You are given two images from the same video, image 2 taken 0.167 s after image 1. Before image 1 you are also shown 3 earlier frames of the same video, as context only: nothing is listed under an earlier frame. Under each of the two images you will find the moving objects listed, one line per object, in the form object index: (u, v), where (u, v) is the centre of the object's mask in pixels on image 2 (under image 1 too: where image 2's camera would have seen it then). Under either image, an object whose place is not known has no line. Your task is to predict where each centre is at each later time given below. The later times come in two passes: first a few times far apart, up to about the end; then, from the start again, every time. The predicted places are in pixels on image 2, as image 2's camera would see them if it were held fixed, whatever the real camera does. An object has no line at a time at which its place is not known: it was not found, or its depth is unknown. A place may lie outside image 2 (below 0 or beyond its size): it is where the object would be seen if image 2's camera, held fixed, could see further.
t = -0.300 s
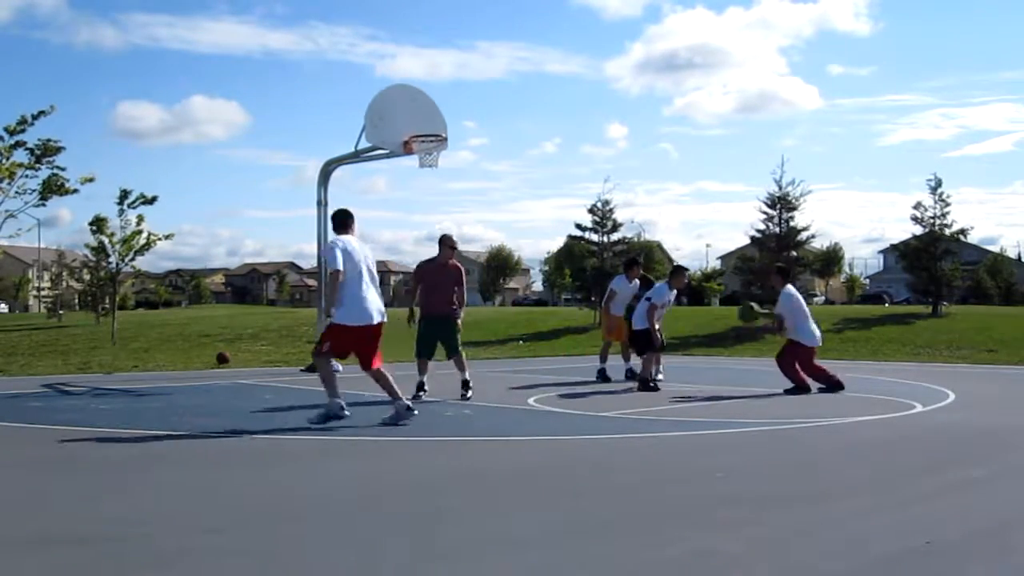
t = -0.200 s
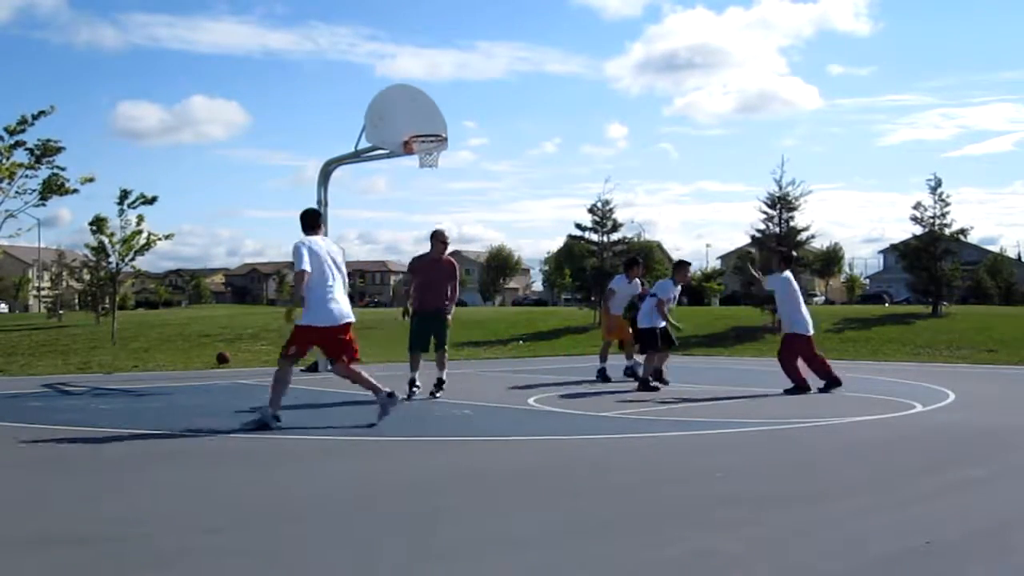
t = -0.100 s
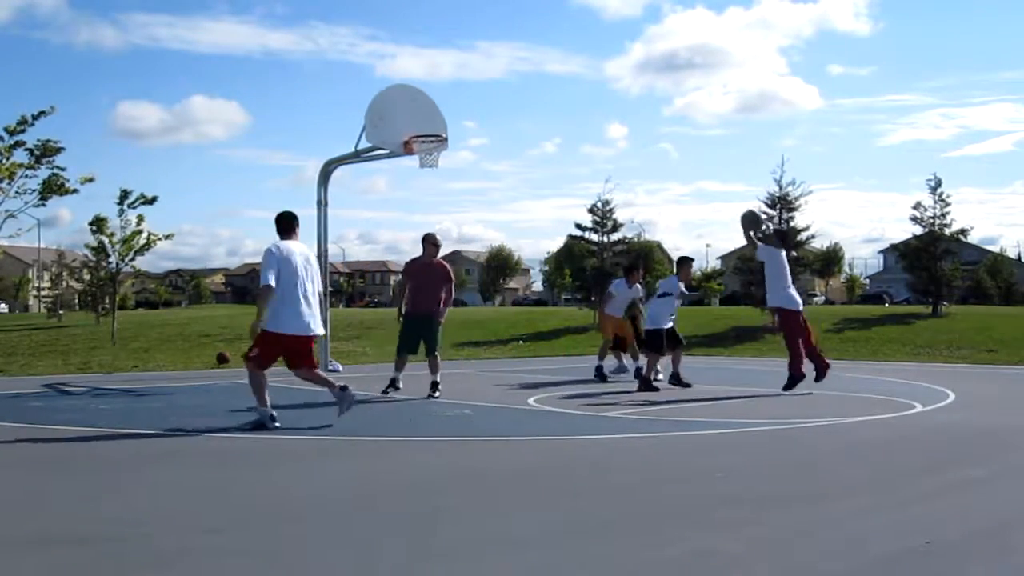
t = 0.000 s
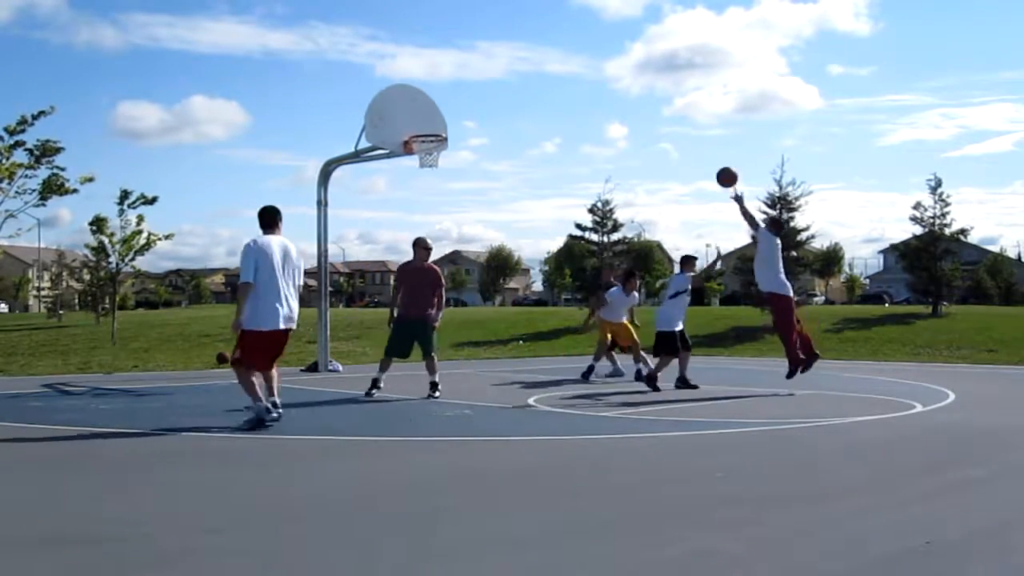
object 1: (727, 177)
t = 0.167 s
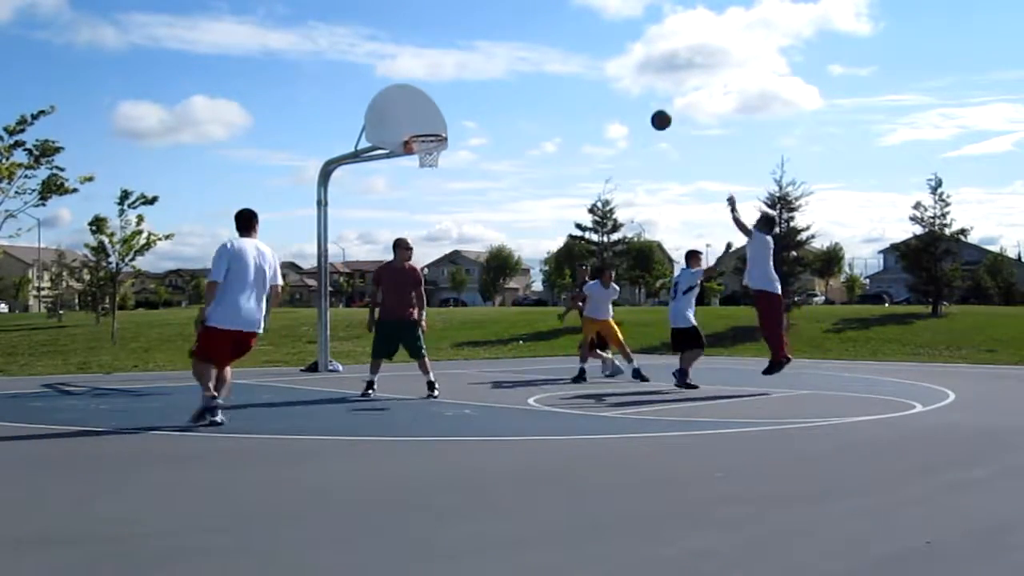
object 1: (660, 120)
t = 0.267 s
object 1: (623, 99)
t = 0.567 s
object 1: (522, 87)
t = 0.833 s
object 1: (444, 129)
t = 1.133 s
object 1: (461, 113)
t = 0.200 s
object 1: (648, 112)
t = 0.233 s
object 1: (636, 105)
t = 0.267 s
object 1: (623, 99)
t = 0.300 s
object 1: (612, 93)
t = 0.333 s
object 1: (600, 89)
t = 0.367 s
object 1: (588, 86)
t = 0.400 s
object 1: (577, 84)
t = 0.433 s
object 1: (565, 83)
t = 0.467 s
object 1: (554, 82)
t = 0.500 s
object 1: (543, 83)
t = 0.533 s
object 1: (532, 85)
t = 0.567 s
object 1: (522, 87)
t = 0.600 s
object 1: (511, 90)
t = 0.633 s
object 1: (500, 94)
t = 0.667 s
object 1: (490, 99)
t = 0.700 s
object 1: (480, 104)
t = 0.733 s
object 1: (470, 111)
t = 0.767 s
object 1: (460, 118)
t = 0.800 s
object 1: (450, 126)
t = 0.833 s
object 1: (444, 129)
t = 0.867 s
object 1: (443, 127)
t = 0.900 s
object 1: (441, 123)
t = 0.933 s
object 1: (440, 121)
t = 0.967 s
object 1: (438, 120)
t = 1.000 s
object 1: (443, 117)
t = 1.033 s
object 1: (447, 114)
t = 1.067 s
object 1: (452, 113)
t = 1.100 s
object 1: (456, 112)
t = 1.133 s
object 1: (461, 113)
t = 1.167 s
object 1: (466, 113)
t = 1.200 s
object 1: (470, 116)
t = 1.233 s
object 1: (474, 118)
